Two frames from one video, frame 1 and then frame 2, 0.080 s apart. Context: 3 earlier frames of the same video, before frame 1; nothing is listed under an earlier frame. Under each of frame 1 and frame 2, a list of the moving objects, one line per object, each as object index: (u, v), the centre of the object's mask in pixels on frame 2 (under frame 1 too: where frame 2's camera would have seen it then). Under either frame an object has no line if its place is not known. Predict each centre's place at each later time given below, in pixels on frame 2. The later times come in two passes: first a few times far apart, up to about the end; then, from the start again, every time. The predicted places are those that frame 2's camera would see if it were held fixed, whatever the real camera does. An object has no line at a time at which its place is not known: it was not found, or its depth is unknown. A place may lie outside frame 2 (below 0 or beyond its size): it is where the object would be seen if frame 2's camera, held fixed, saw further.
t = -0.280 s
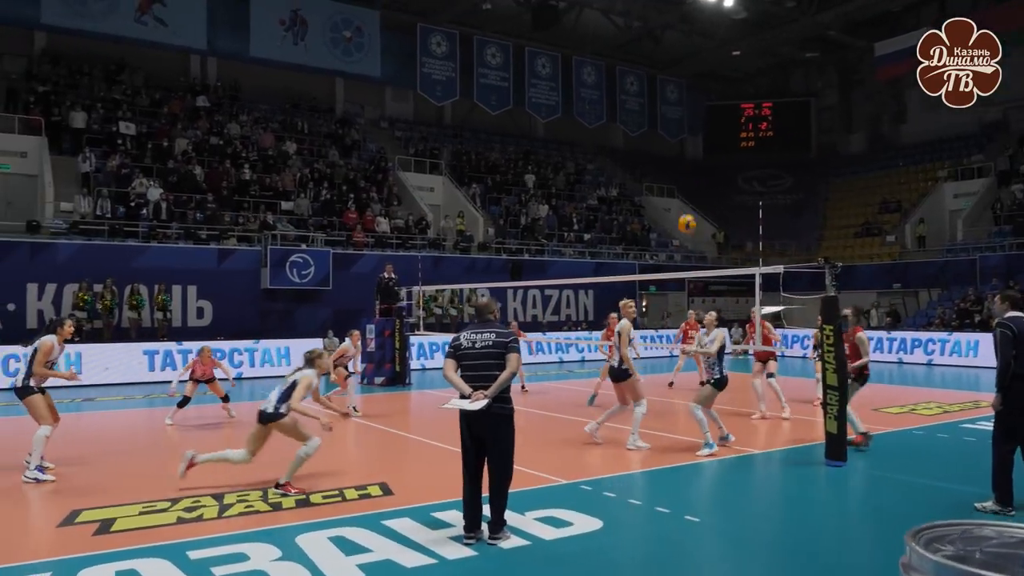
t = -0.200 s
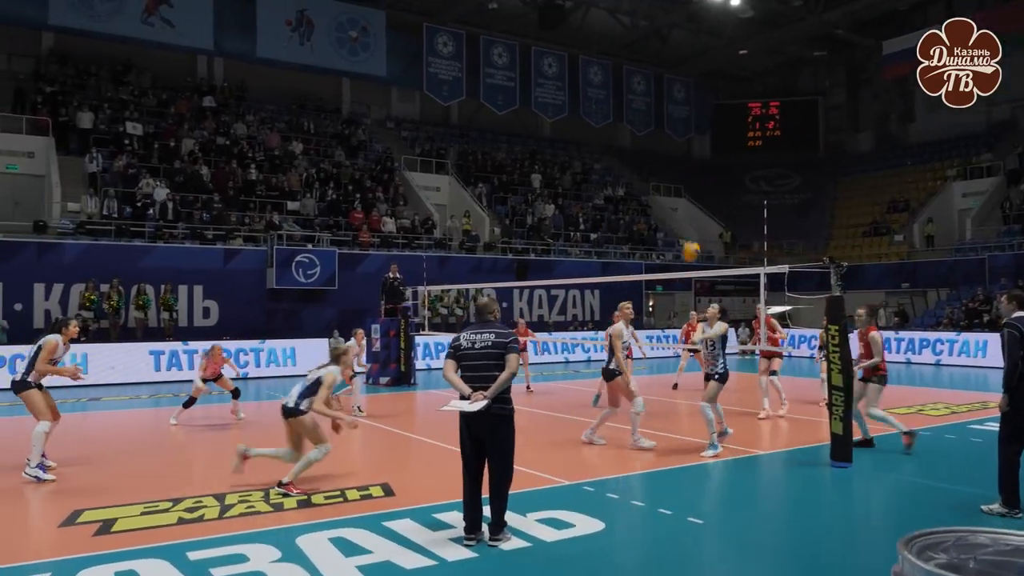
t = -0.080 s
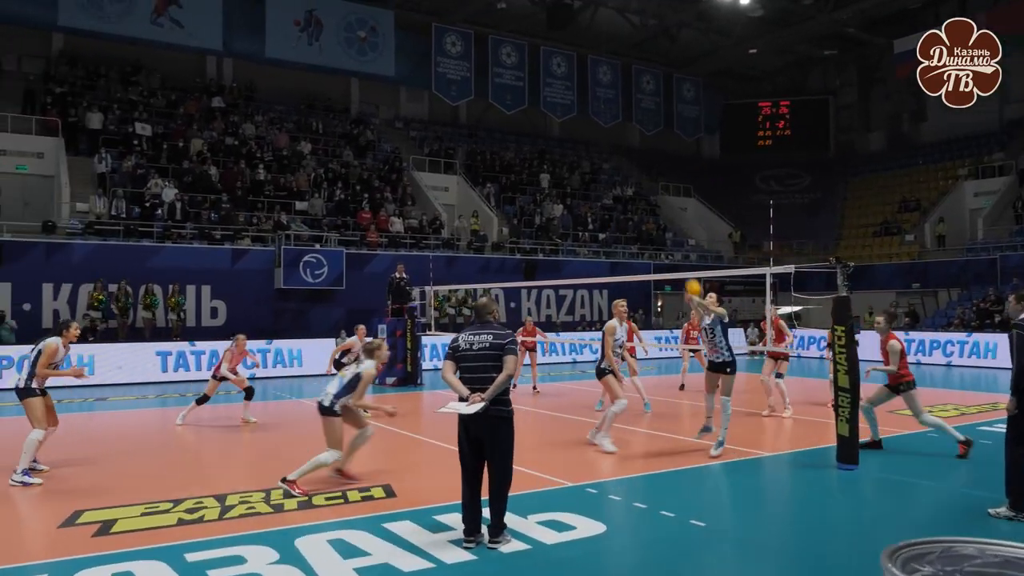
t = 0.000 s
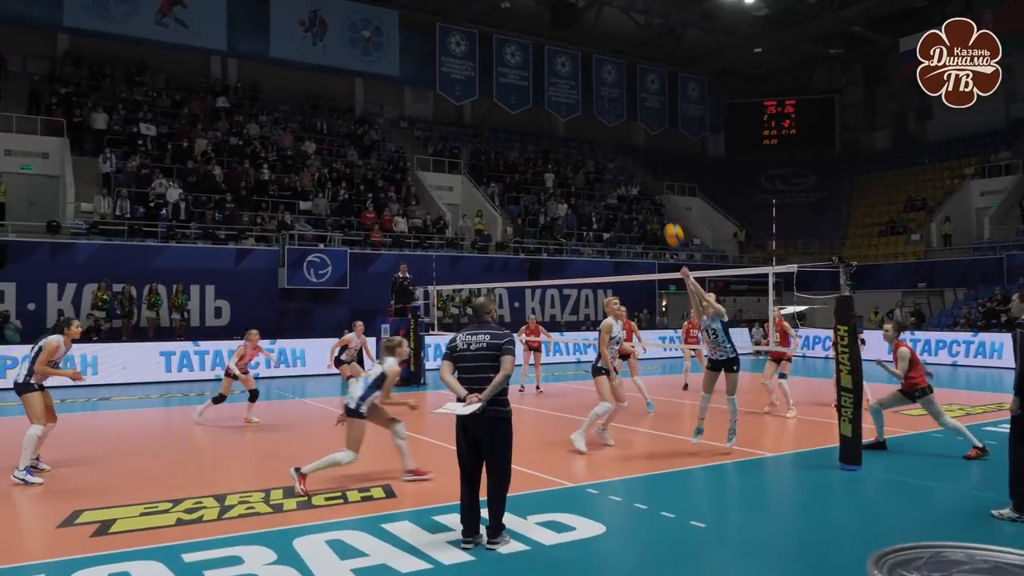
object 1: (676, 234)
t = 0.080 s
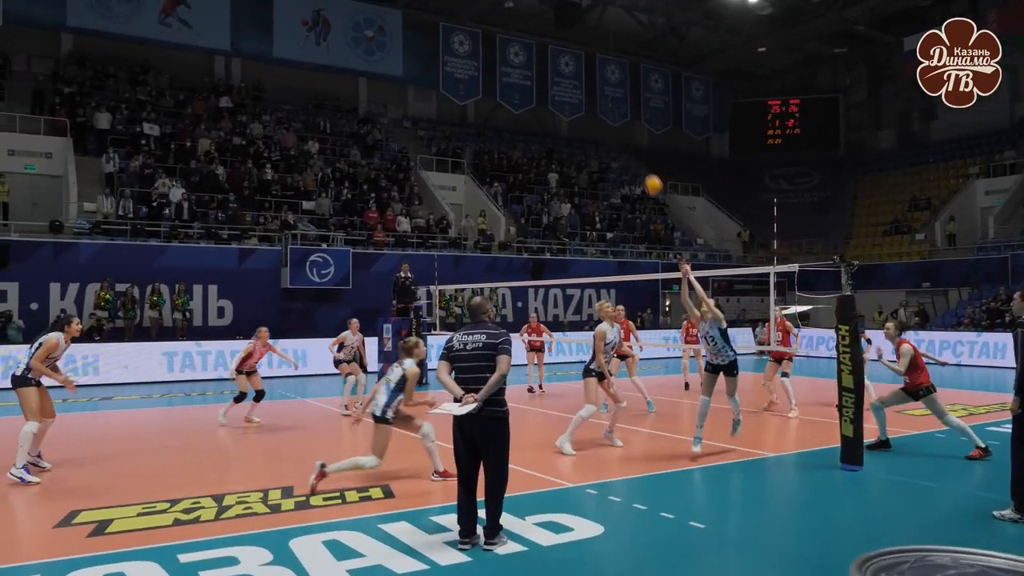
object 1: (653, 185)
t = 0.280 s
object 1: (598, 93)
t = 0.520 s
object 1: (537, 34)
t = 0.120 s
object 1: (642, 164)
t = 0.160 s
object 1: (630, 144)
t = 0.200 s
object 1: (619, 125)
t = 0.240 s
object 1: (608, 108)
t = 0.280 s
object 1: (598, 93)
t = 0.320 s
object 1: (587, 80)
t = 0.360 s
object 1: (576, 68)
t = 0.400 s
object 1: (566, 57)
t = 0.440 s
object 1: (556, 48)
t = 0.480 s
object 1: (547, 41)
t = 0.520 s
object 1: (537, 34)
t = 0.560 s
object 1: (528, 29)
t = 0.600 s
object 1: (519, 25)
